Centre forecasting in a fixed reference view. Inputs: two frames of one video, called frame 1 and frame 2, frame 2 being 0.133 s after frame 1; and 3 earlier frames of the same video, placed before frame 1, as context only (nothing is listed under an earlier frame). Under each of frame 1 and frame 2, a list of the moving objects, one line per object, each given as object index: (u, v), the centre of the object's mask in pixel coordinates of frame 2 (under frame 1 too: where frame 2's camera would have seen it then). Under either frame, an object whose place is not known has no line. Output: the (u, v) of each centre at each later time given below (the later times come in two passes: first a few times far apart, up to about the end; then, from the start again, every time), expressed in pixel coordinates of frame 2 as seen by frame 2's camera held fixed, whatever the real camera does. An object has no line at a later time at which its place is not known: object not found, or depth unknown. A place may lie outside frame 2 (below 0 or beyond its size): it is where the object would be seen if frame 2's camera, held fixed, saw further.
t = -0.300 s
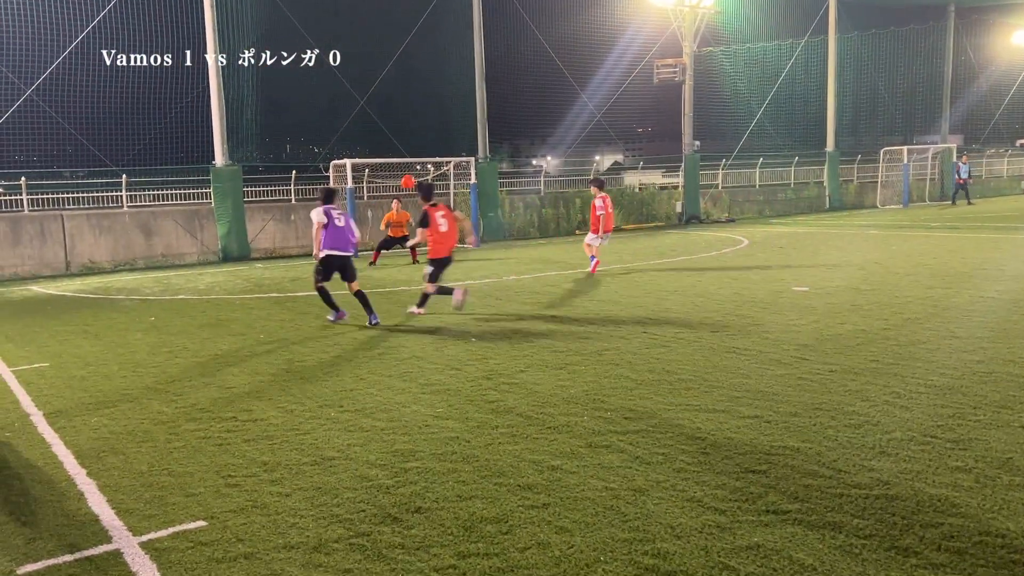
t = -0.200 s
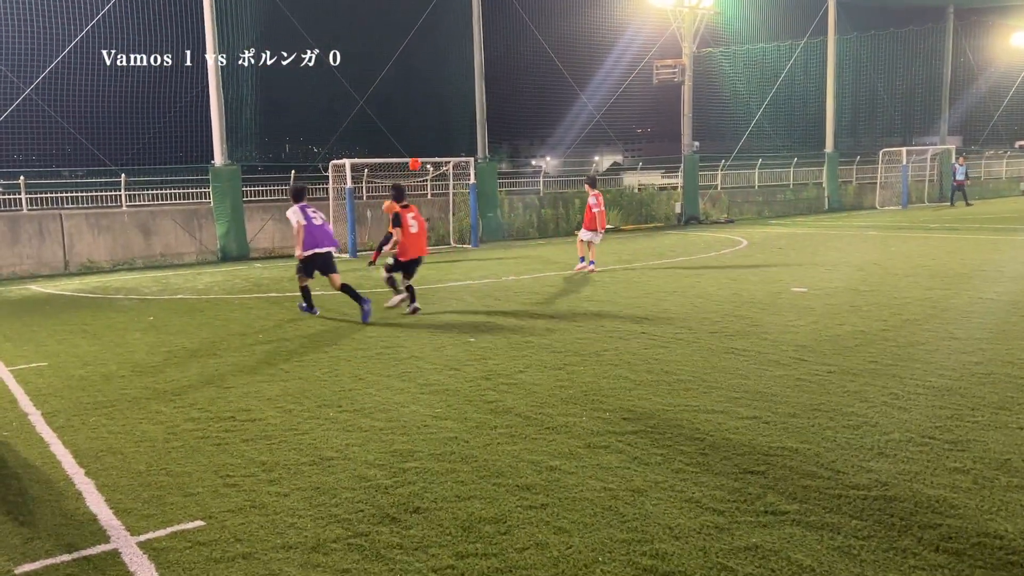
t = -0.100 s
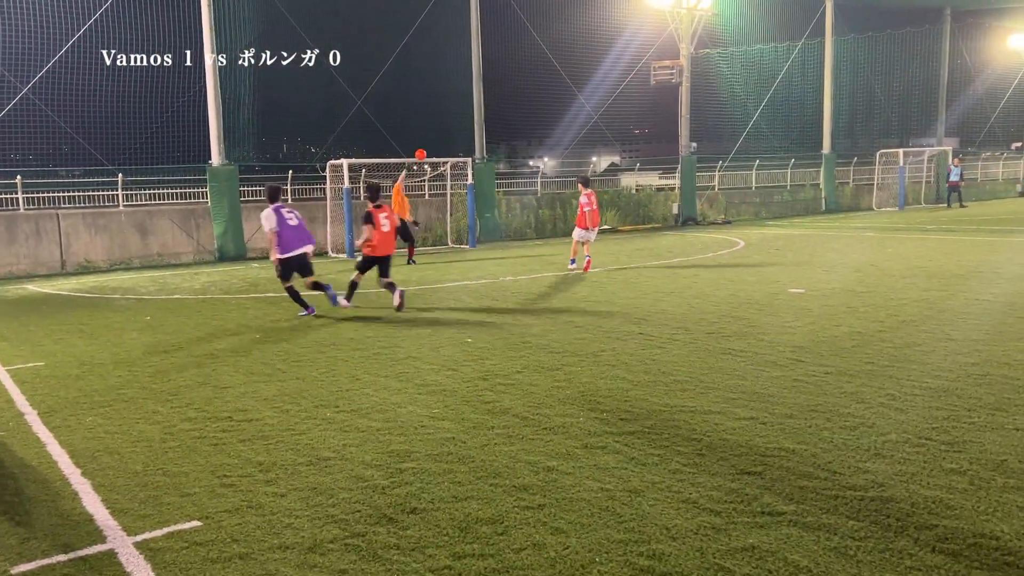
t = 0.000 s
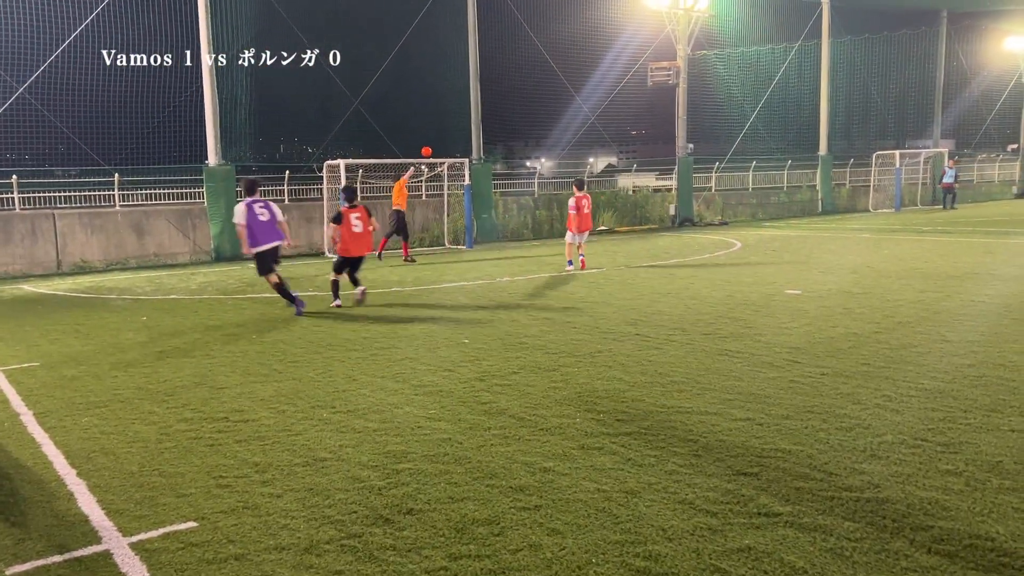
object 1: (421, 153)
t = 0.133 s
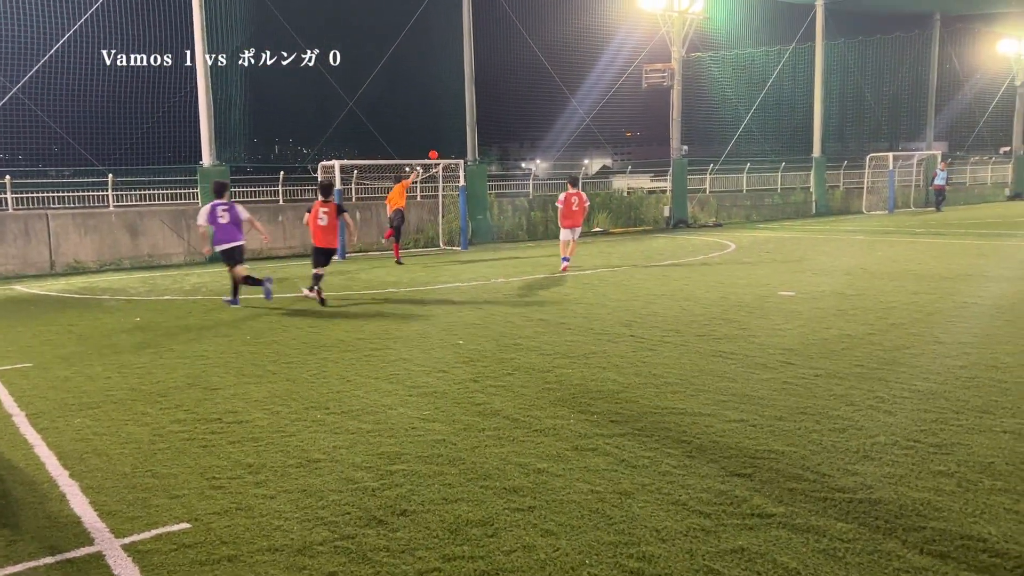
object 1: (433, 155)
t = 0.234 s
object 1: (442, 152)
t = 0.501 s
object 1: (468, 133)
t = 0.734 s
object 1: (490, 140)
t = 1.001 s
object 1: (517, 174)
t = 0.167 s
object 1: (436, 156)
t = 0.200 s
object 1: (439, 155)
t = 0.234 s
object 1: (442, 152)
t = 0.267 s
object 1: (445, 148)
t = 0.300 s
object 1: (448, 144)
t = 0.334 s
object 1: (451, 141)
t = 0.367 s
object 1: (455, 138)
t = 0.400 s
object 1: (458, 136)
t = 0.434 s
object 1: (461, 135)
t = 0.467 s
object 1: (464, 134)
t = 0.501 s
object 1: (468, 133)
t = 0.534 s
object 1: (471, 132)
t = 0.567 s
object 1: (474, 132)
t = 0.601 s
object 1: (478, 133)
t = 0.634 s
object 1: (481, 134)
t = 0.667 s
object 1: (484, 136)
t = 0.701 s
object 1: (487, 137)
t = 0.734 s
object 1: (490, 140)
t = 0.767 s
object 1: (494, 142)
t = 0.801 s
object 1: (497, 146)
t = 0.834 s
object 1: (500, 150)
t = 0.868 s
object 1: (503, 154)
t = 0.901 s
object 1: (507, 158)
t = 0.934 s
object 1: (510, 162)
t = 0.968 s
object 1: (514, 168)
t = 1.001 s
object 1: (517, 174)
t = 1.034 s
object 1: (520, 180)
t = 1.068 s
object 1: (523, 187)
